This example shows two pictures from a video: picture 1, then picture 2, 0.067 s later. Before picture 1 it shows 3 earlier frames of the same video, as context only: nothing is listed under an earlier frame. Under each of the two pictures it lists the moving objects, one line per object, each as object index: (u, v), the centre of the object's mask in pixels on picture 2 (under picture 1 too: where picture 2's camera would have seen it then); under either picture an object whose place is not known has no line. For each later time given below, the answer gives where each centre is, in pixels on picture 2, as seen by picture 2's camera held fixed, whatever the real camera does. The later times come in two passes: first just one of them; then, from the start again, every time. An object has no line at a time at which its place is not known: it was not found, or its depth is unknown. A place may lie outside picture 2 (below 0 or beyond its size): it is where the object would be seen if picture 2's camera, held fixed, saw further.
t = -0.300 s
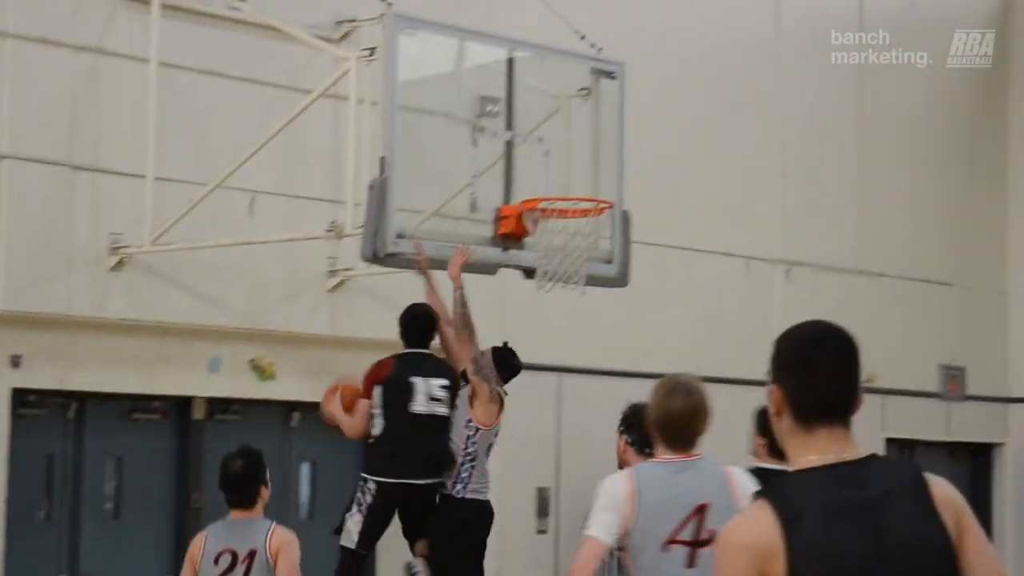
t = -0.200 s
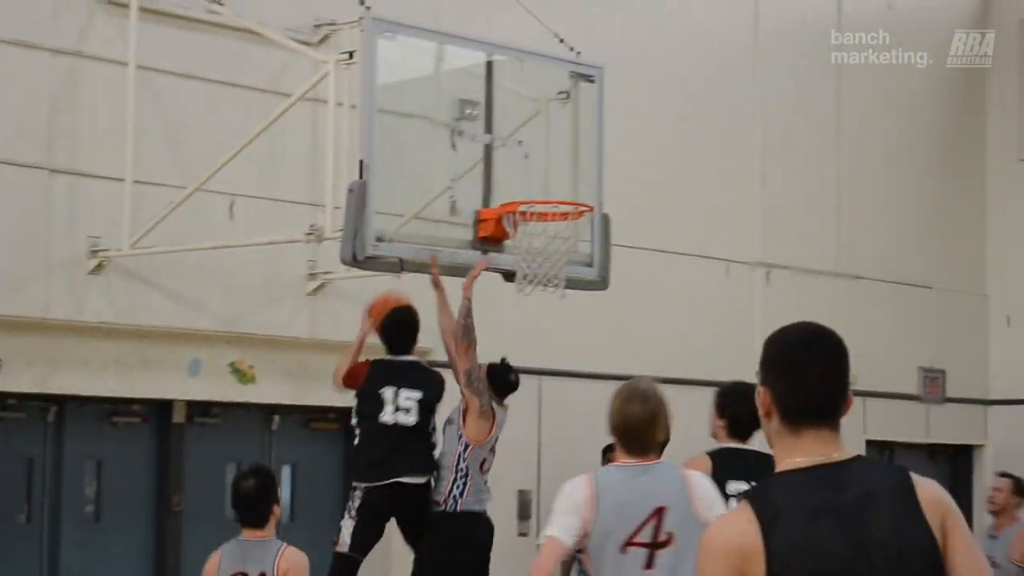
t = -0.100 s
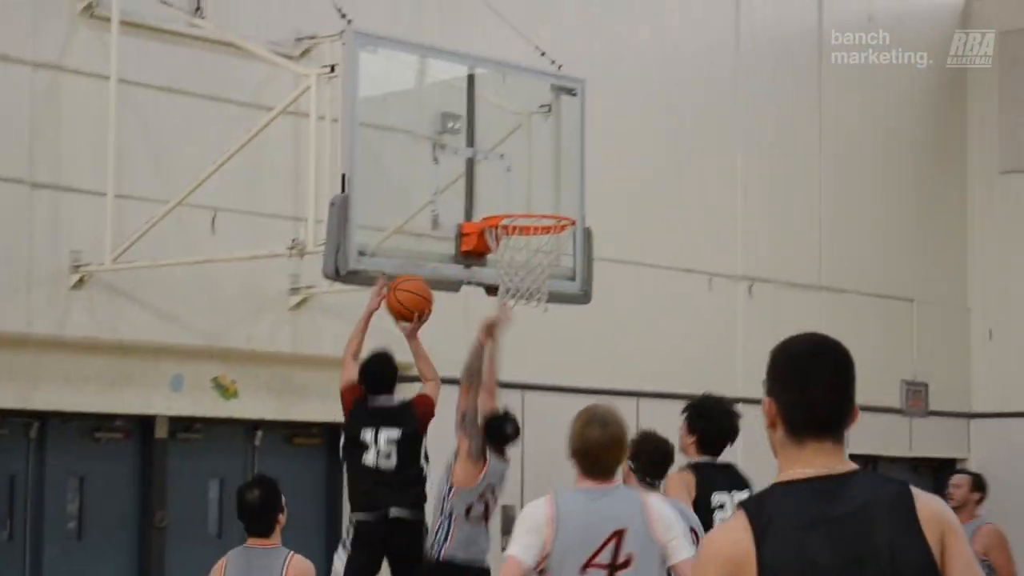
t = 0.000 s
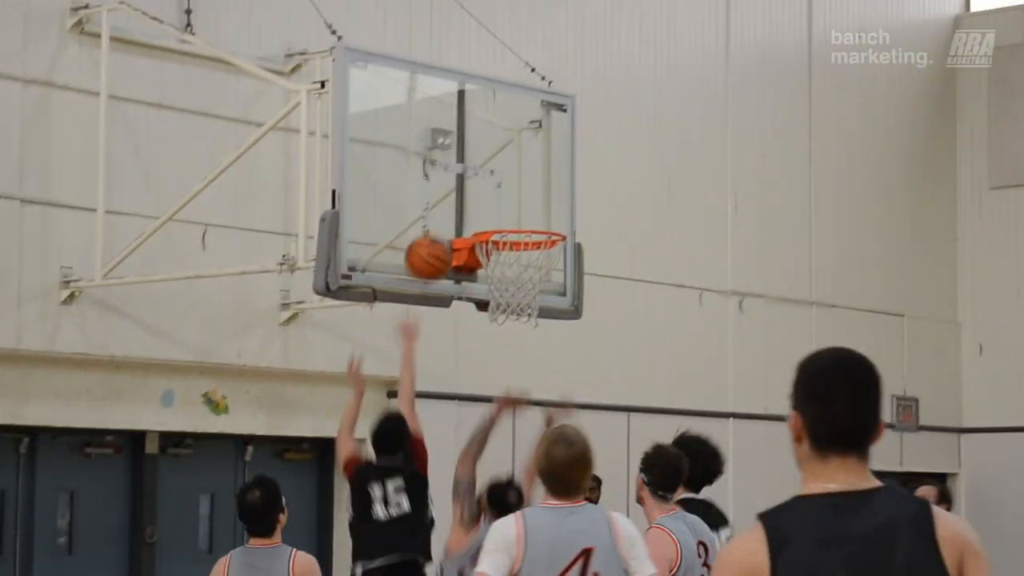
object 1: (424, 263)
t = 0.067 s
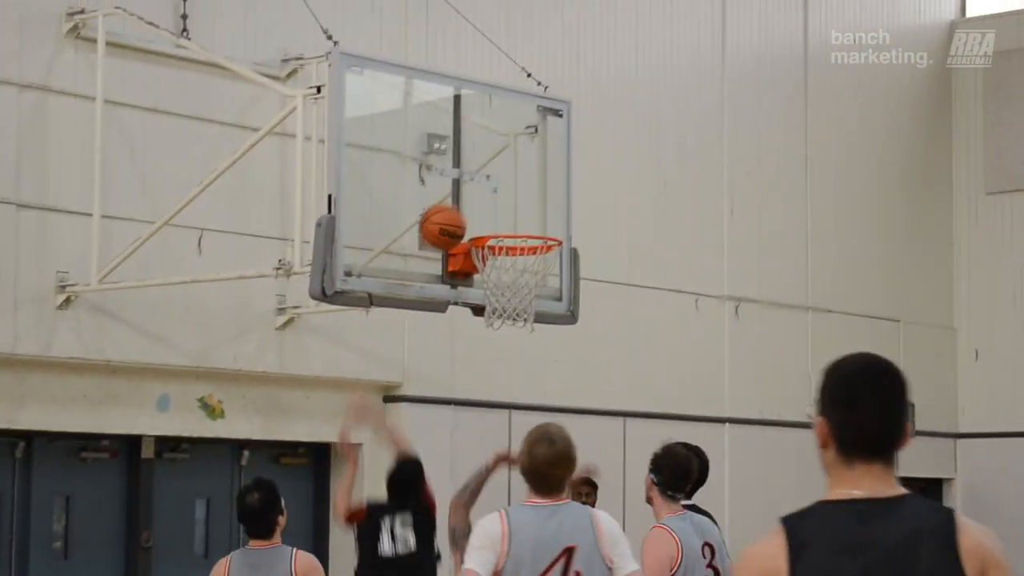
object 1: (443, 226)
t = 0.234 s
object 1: (484, 175)
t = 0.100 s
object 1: (451, 212)
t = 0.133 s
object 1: (459, 199)
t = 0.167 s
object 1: (468, 189)
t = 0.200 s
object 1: (477, 182)
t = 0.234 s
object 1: (484, 175)
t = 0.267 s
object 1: (493, 172)
